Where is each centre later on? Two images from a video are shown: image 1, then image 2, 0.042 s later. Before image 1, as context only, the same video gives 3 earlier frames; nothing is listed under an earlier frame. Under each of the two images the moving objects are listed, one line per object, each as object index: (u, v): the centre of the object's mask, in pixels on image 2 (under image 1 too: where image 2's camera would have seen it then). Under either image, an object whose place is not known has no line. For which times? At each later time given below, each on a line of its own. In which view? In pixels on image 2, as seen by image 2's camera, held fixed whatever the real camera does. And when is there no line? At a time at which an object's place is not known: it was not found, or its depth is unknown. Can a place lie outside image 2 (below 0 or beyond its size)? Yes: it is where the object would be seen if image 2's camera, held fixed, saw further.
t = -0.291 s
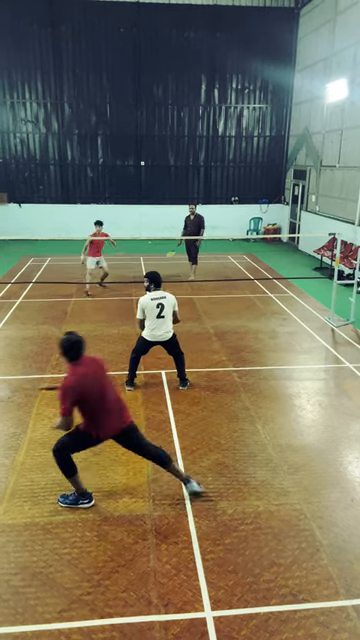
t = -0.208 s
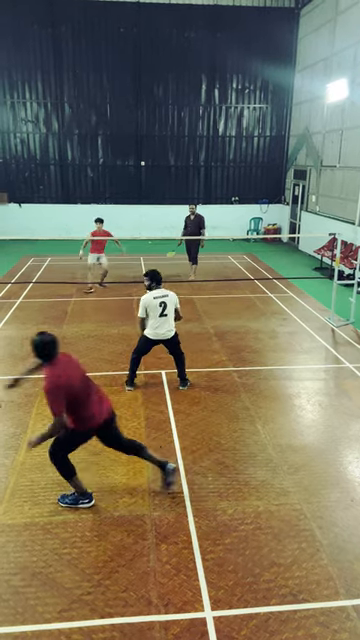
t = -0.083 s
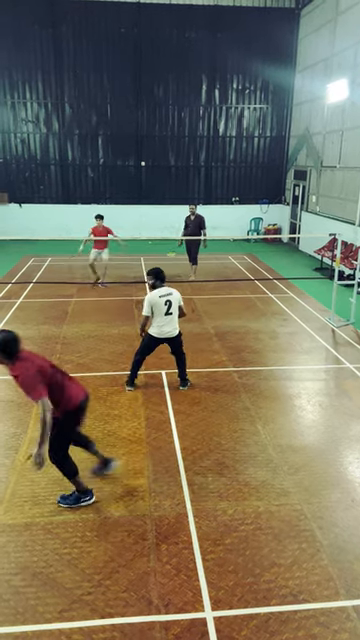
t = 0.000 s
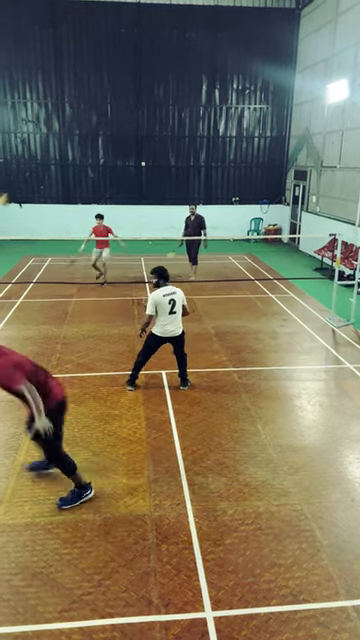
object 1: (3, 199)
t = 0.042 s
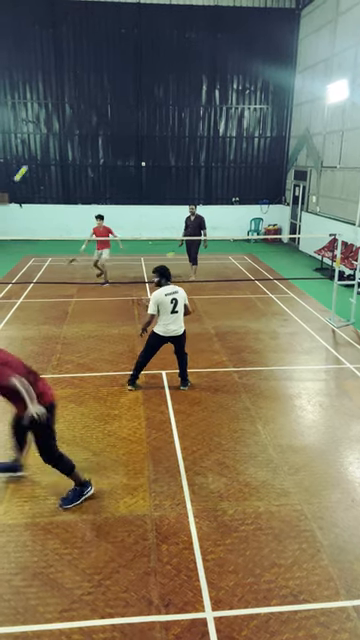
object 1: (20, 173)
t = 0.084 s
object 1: (38, 151)
